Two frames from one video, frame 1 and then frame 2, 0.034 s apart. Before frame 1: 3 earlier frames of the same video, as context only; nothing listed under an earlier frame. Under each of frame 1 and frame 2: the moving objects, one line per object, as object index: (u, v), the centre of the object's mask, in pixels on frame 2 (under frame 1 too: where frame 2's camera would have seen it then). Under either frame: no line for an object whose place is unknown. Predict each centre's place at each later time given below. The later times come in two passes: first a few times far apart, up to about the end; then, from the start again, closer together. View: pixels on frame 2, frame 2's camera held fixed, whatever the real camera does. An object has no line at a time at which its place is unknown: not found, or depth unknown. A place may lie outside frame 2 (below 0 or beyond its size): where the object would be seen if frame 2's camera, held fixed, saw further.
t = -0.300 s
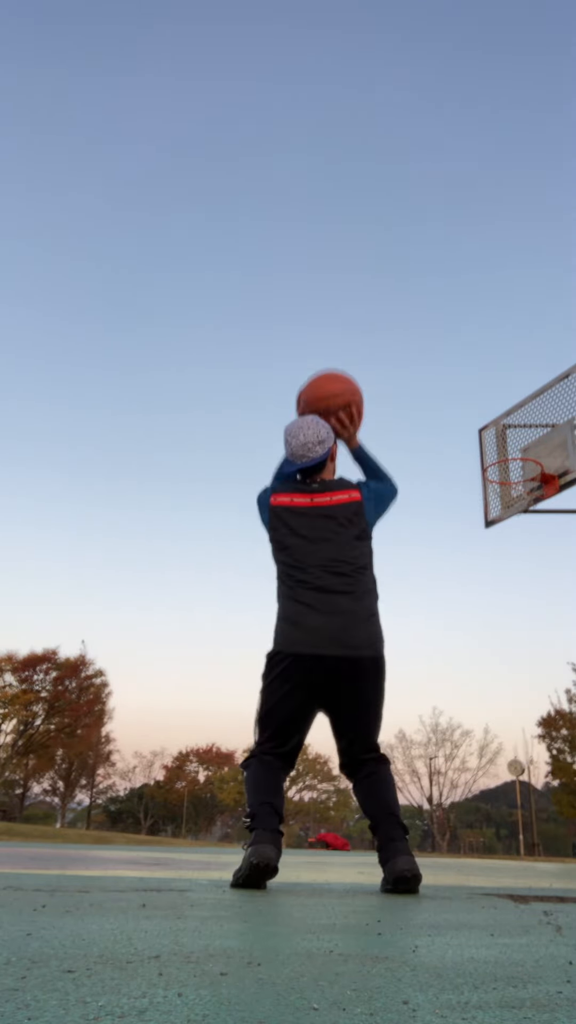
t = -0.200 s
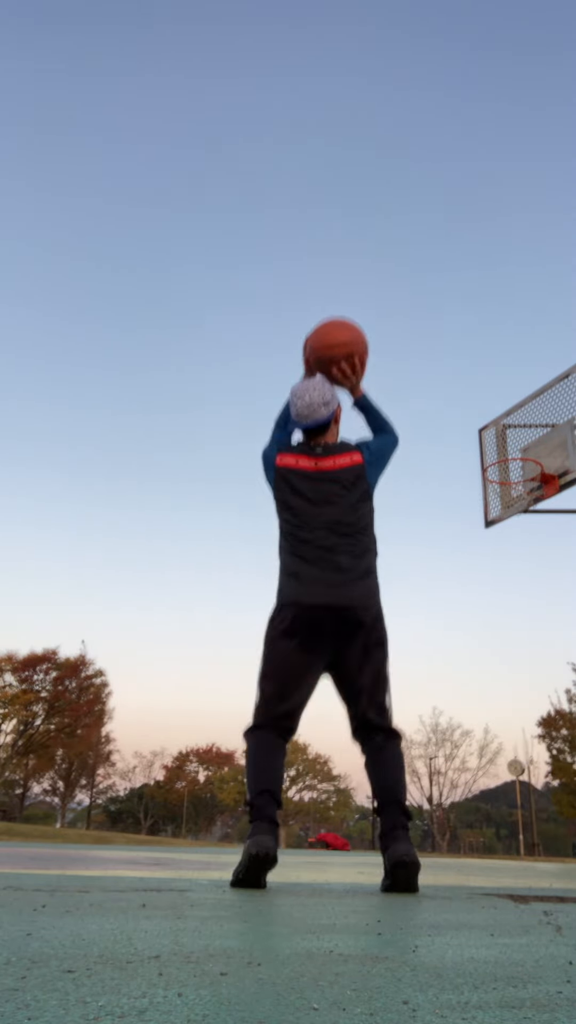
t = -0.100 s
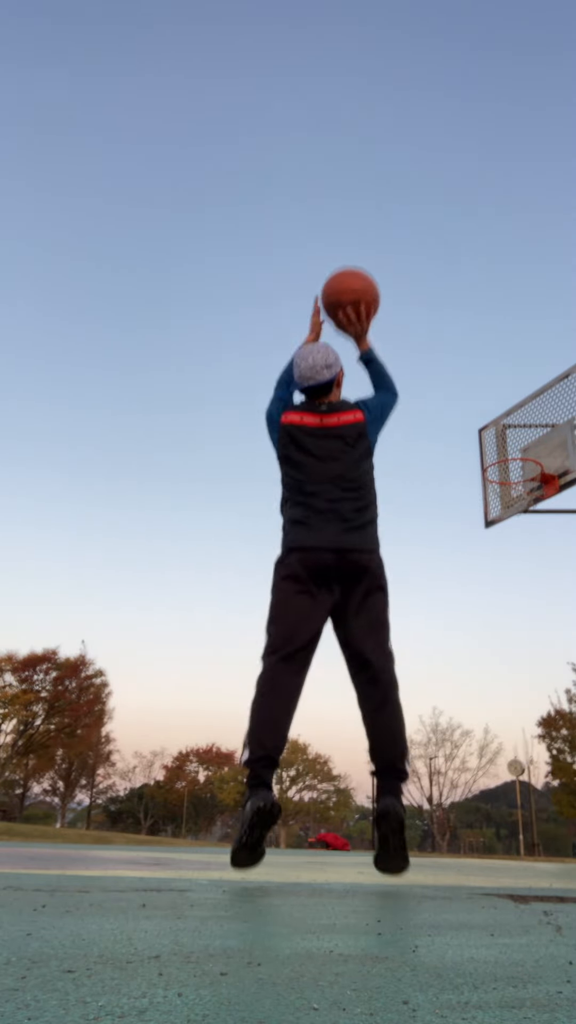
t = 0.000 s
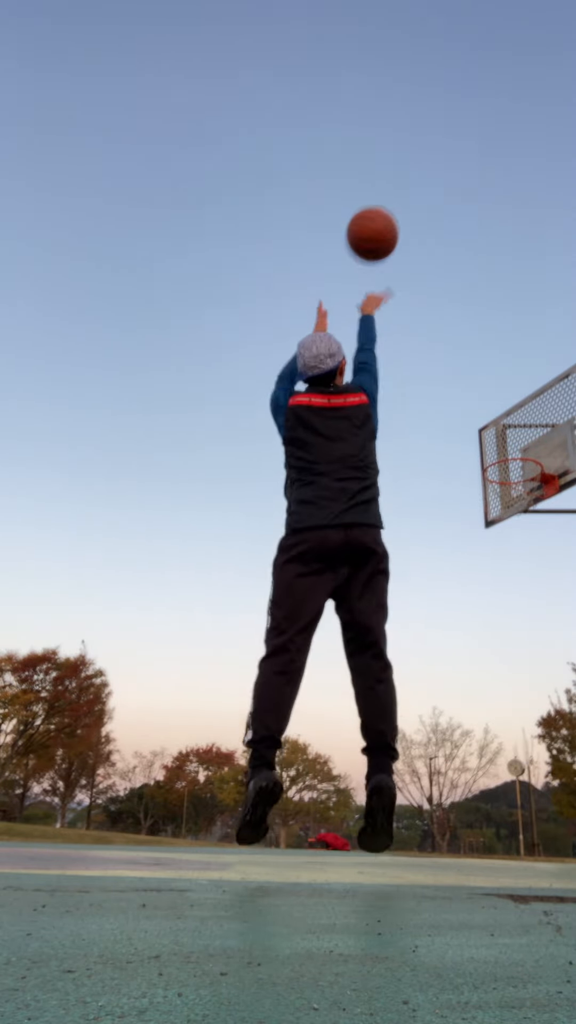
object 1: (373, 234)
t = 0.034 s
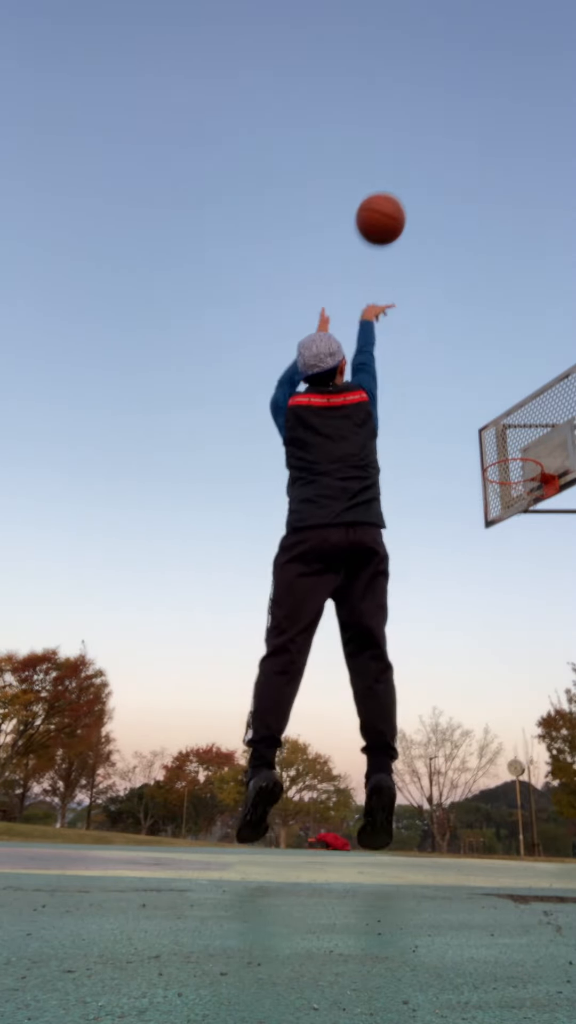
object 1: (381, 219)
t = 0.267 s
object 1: (424, 179)
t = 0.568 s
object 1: (464, 225)
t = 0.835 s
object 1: (494, 327)
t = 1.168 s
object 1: (529, 514)
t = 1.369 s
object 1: (532, 620)
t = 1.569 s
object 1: (542, 772)
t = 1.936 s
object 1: (516, 710)
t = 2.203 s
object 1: (496, 667)
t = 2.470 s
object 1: (482, 703)
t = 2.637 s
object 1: (476, 768)
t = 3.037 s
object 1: (453, 763)
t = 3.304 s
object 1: (438, 759)
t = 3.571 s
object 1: (427, 837)
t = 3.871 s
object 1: (410, 791)
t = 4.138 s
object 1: (397, 822)
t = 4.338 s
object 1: (388, 822)
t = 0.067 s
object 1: (388, 207)
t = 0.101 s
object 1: (395, 198)
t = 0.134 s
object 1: (402, 191)
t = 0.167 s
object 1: (408, 185)
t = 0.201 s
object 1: (414, 182)
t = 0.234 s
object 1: (419, 180)
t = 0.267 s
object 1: (424, 179)
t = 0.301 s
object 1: (429, 180)
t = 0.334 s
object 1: (433, 182)
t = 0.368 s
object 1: (438, 185)
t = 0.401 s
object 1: (442, 189)
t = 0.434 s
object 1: (447, 194)
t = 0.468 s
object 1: (451, 201)
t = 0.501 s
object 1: (455, 208)
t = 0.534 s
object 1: (459, 216)
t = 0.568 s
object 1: (464, 225)
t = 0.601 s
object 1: (468, 235)
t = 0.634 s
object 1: (472, 245)
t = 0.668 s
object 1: (475, 257)
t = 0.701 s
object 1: (479, 269)
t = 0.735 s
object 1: (483, 283)
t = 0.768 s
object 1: (487, 296)
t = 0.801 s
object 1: (491, 311)
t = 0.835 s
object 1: (494, 327)
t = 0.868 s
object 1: (498, 343)
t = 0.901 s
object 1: (502, 360)
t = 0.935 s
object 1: (506, 378)
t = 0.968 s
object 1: (510, 397)
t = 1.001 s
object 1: (514, 417)
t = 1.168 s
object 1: (529, 514)
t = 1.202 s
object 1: (529, 529)
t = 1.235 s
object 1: (530, 545)
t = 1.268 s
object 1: (530, 562)
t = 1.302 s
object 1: (531, 580)
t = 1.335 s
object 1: (532, 599)
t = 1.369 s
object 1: (532, 620)
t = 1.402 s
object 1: (533, 642)
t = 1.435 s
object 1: (535, 665)
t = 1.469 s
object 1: (536, 689)
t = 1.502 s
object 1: (538, 716)
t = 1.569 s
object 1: (542, 772)
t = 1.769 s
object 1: (533, 782)
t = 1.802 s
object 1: (528, 764)
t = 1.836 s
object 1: (525, 748)
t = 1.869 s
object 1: (522, 734)
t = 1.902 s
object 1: (519, 721)
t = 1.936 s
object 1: (516, 710)
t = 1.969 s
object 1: (513, 700)
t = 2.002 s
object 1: (510, 691)
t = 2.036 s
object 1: (508, 684)
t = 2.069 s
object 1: (505, 678)
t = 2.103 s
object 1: (503, 674)
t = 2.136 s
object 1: (501, 670)
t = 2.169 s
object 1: (498, 668)
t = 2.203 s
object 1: (496, 667)
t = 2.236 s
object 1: (494, 668)
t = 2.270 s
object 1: (492, 669)
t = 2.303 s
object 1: (490, 672)
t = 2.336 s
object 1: (489, 676)
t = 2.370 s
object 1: (487, 681)
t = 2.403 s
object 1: (485, 687)
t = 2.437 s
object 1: (484, 694)
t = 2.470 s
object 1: (482, 703)
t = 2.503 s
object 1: (481, 713)
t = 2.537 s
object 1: (479, 725)
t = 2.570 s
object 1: (478, 738)
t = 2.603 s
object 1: (477, 752)
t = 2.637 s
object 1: (476, 768)
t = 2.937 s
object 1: (459, 786)
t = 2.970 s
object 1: (457, 777)
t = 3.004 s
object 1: (455, 769)
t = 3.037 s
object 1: (453, 763)
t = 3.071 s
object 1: (451, 758)
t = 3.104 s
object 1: (449, 754)
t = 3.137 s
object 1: (447, 752)
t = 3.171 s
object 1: (445, 750)
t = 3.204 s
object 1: (443, 751)
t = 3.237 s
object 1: (441, 752)
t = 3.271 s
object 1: (440, 755)
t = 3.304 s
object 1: (438, 759)
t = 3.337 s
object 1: (437, 764)
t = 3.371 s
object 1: (435, 770)
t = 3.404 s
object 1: (433, 778)
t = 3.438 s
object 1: (432, 787)
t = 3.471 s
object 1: (431, 798)
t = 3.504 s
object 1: (430, 809)
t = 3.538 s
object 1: (429, 823)
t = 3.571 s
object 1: (427, 837)
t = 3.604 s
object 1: (425, 844)
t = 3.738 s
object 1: (417, 807)
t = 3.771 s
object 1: (415, 802)
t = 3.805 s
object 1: (413, 797)
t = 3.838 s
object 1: (412, 793)
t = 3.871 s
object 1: (410, 791)
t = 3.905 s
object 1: (409, 791)
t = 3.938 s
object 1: (407, 791)
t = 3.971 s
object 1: (405, 793)
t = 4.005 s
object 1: (403, 796)
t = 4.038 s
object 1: (402, 801)
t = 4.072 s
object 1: (400, 806)
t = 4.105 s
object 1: (399, 813)
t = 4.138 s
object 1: (397, 822)
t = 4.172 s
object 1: (396, 831)
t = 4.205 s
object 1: (394, 842)
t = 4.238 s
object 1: (394, 841)
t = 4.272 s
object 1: (392, 833)
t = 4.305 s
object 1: (389, 826)
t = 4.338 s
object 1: (388, 822)
